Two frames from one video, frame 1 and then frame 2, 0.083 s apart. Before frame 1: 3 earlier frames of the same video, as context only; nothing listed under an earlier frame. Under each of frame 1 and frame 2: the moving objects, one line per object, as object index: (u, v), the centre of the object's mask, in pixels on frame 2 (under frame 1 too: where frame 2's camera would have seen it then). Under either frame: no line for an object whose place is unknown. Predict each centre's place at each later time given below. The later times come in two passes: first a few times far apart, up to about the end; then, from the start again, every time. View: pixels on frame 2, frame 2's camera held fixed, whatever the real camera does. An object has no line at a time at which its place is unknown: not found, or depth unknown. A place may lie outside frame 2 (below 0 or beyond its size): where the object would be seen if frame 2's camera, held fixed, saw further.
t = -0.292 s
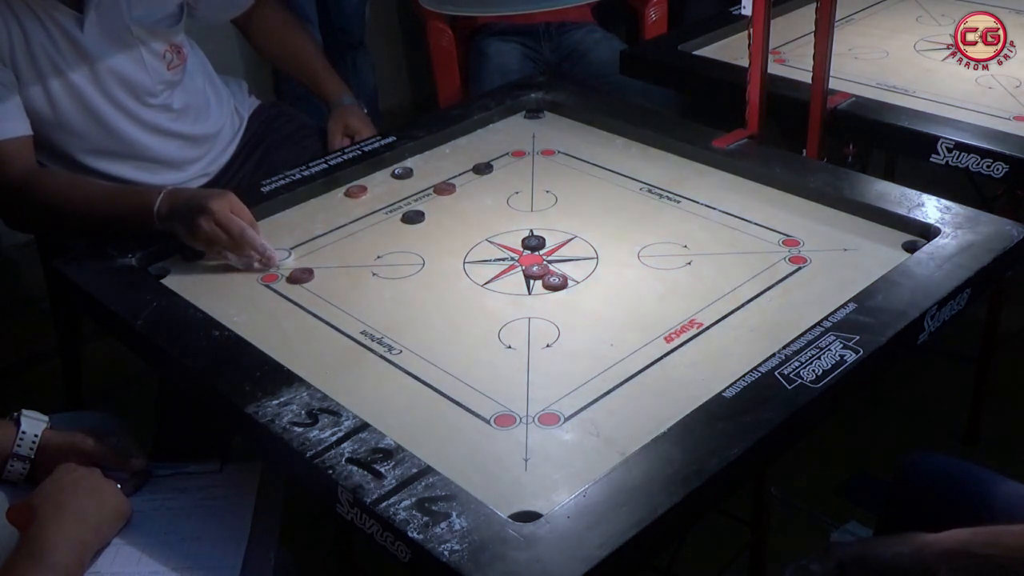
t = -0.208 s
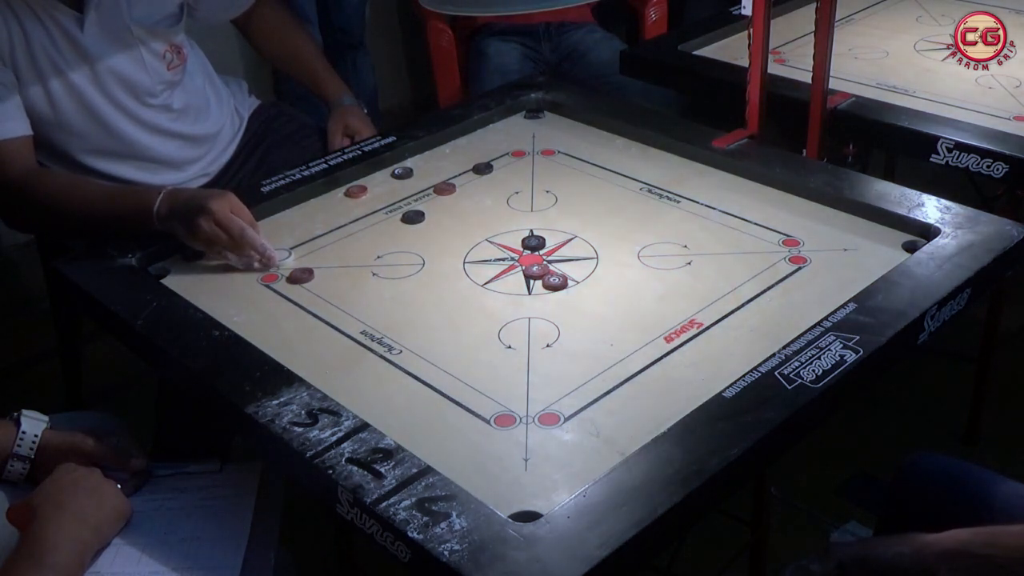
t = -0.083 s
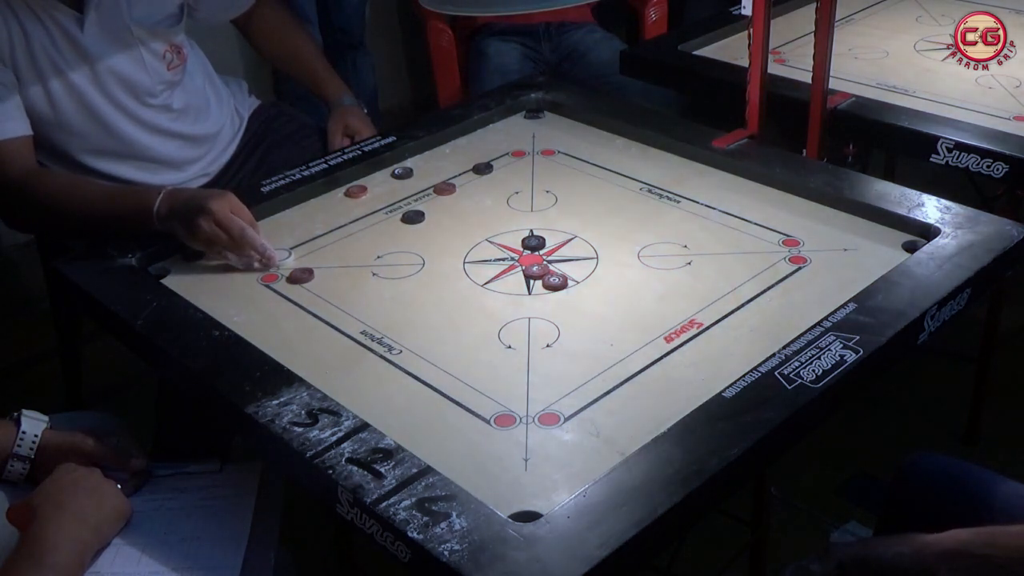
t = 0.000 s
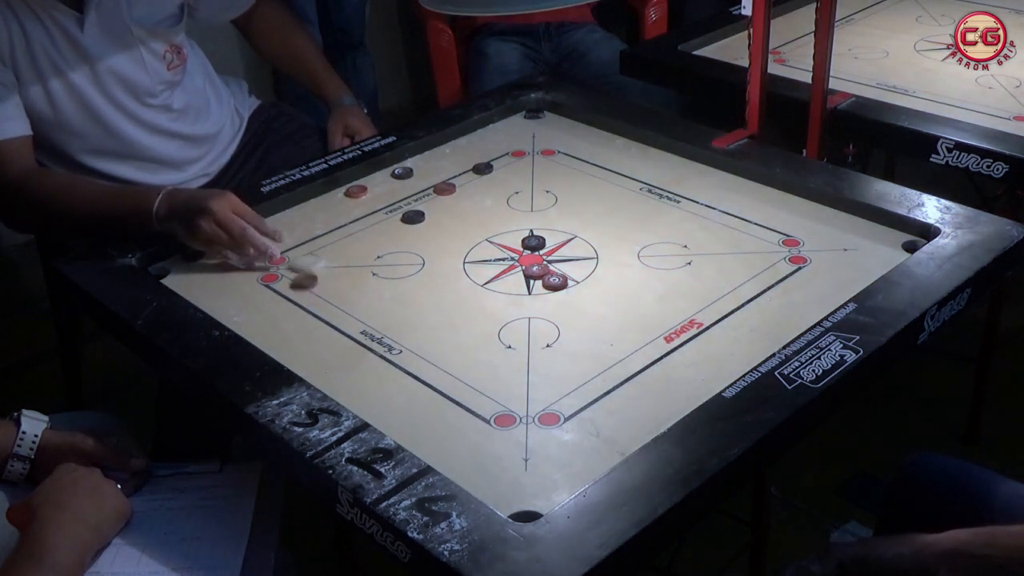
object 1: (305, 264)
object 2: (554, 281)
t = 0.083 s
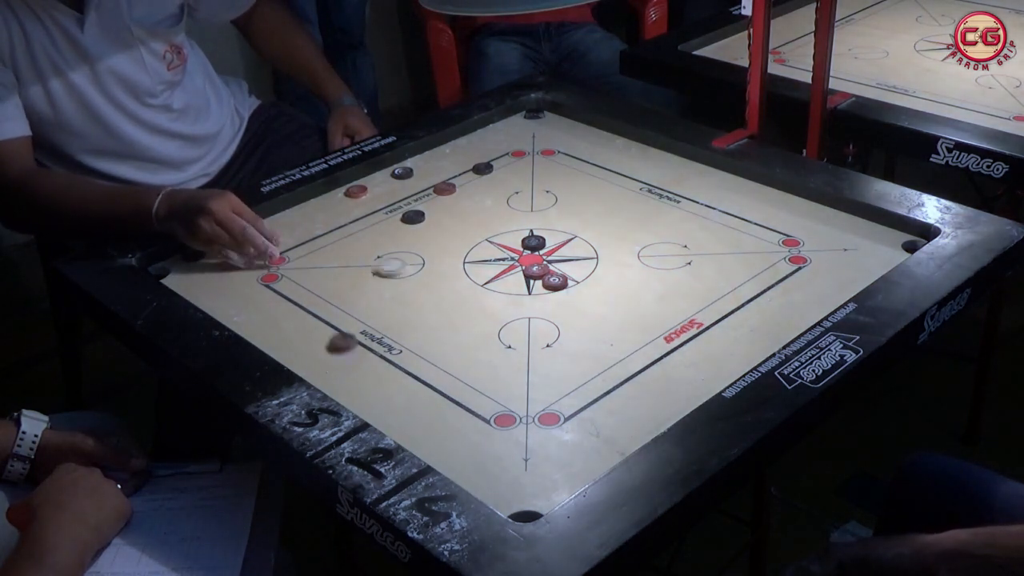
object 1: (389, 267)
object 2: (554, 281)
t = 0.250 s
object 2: (554, 281)
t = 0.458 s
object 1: (538, 278)
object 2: (579, 295)
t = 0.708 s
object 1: (549, 279)
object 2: (583, 298)
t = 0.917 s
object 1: (549, 279)
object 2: (583, 298)
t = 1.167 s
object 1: (549, 279)
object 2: (583, 298)
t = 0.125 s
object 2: (554, 281)
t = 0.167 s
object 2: (554, 281)
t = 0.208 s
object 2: (554, 281)
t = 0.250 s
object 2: (554, 281)
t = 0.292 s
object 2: (555, 282)
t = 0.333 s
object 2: (562, 286)
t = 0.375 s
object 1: (526, 276)
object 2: (569, 289)
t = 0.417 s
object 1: (533, 277)
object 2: (575, 293)
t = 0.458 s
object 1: (538, 278)
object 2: (579, 295)
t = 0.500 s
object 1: (542, 278)
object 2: (582, 297)
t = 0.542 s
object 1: (545, 279)
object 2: (583, 298)
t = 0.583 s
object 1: (547, 279)
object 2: (583, 298)
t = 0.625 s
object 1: (548, 279)
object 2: (583, 298)
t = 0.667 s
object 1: (549, 279)
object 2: (583, 298)
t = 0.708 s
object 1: (549, 279)
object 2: (583, 298)
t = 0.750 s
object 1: (549, 279)
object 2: (583, 298)
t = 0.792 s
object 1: (549, 279)
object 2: (583, 298)
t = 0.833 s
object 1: (549, 279)
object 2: (583, 298)
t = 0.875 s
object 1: (549, 279)
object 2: (583, 298)
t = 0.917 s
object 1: (549, 279)
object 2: (583, 298)
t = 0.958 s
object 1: (549, 279)
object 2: (583, 298)
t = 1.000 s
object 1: (549, 279)
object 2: (583, 298)
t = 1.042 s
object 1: (549, 279)
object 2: (583, 298)
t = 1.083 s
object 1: (549, 279)
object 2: (583, 298)
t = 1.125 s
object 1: (549, 279)
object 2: (583, 298)
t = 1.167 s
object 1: (549, 279)
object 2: (583, 298)
